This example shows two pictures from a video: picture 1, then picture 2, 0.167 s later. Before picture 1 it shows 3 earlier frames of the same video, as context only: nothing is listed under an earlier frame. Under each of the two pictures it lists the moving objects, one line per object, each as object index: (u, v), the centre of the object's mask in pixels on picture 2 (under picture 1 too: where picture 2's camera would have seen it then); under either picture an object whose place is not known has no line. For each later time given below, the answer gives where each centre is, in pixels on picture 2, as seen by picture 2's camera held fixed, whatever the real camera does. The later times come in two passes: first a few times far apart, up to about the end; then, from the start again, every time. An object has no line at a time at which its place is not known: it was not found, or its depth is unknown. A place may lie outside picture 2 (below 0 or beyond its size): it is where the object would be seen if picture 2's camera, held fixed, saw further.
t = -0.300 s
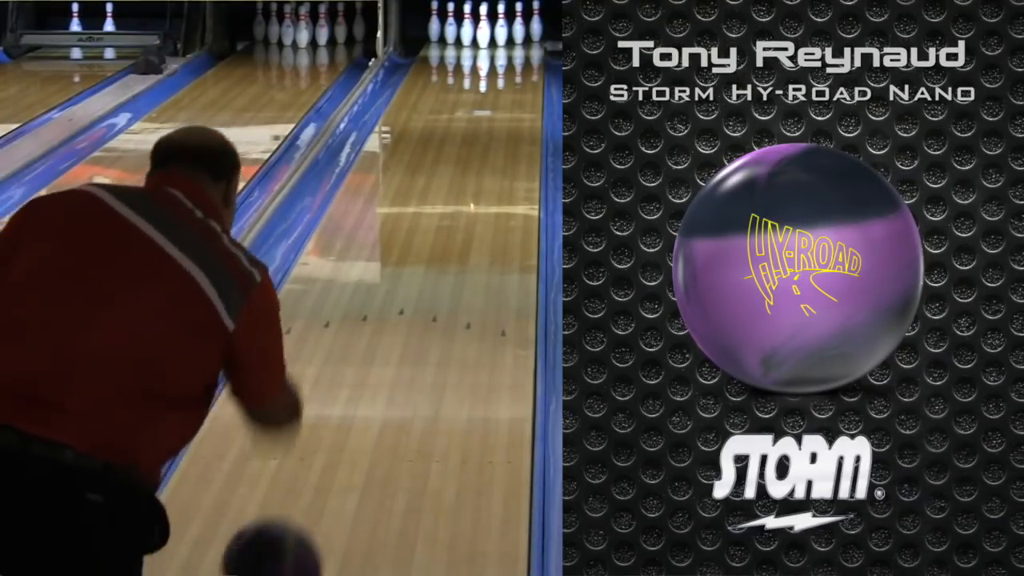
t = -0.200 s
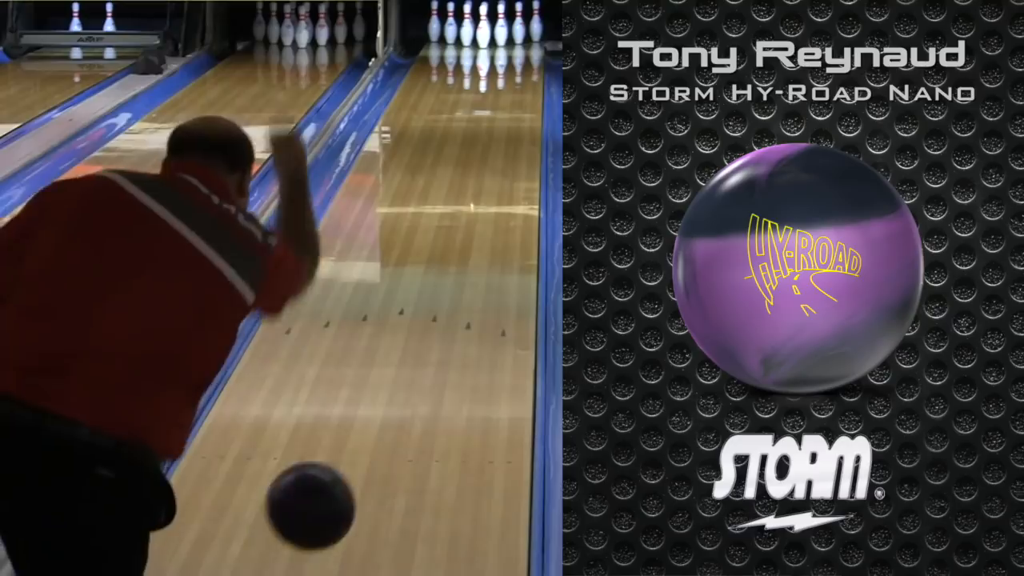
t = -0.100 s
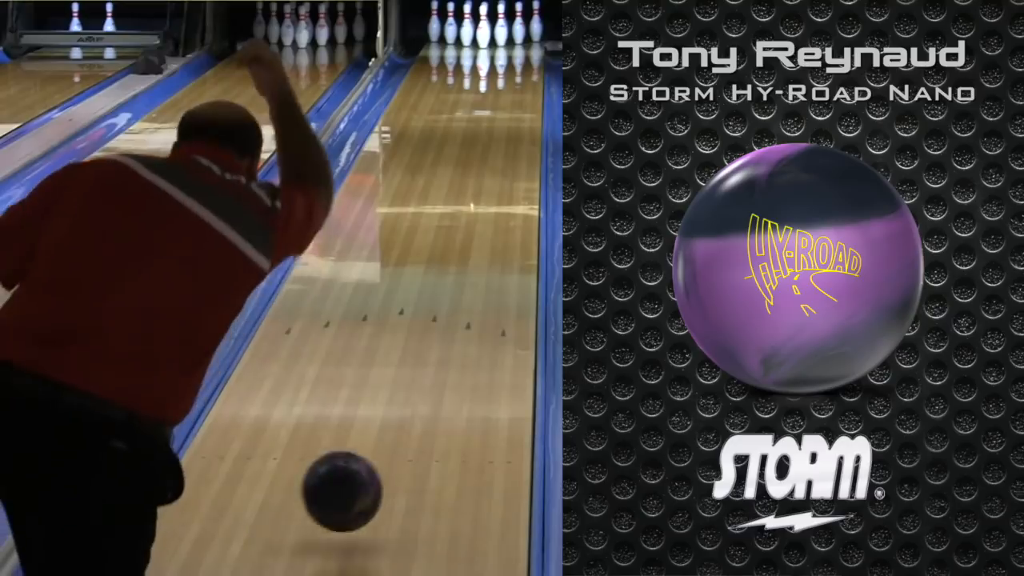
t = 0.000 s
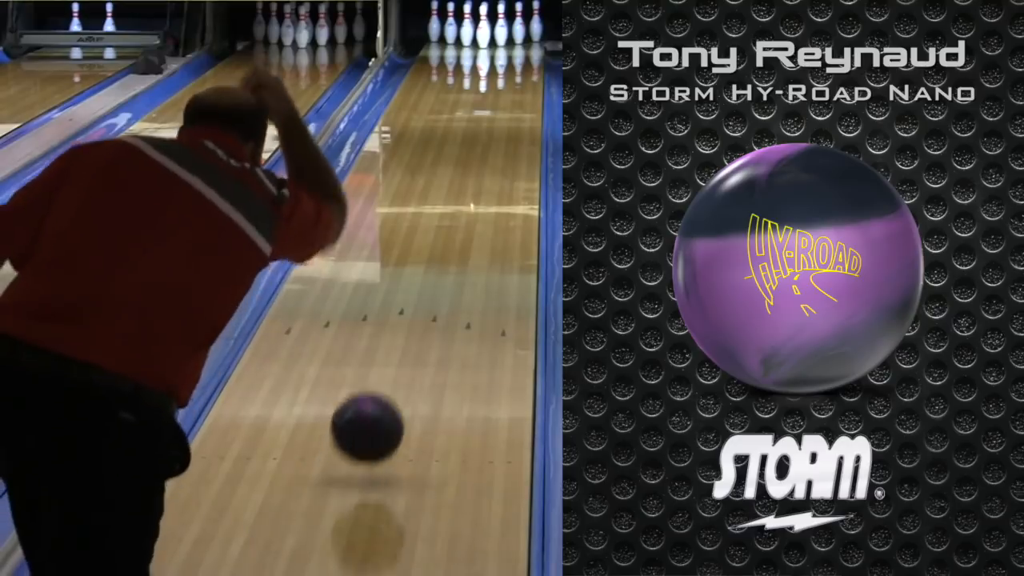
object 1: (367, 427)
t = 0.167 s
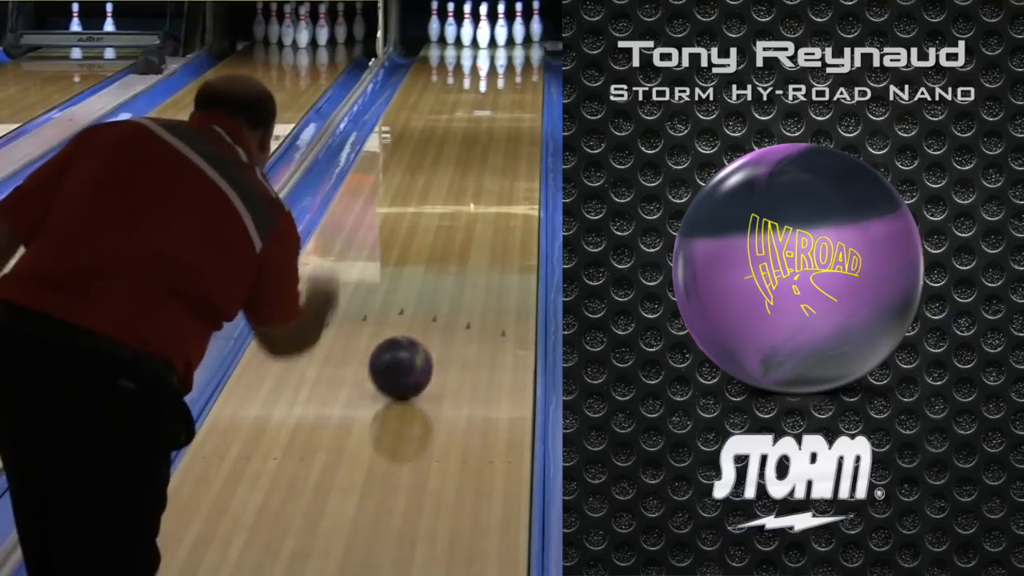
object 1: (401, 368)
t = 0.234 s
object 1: (412, 343)
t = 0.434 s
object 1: (438, 278)
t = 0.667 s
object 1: (461, 220)
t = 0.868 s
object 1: (477, 181)
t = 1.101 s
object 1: (490, 144)
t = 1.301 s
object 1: (499, 119)
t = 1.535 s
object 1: (507, 93)
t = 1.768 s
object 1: (510, 74)
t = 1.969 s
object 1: (508, 60)
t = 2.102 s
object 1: (504, 52)
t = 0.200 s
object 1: (406, 355)
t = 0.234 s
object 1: (412, 343)
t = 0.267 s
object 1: (417, 330)
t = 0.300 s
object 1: (421, 319)
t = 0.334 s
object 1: (426, 307)
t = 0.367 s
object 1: (430, 297)
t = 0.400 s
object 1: (434, 287)
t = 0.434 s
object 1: (438, 278)
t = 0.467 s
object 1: (442, 268)
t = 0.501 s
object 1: (446, 259)
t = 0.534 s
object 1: (449, 250)
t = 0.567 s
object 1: (453, 242)
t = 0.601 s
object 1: (456, 234)
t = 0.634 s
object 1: (459, 227)
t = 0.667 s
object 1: (461, 220)
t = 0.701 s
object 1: (464, 212)
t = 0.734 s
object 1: (467, 205)
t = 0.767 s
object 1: (470, 199)
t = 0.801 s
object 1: (472, 193)
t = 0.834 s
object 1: (474, 187)
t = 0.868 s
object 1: (477, 181)
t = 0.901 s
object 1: (479, 176)
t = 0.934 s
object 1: (481, 170)
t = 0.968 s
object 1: (483, 164)
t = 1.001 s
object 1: (485, 159)
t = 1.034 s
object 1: (487, 154)
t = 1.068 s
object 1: (489, 149)
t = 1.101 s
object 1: (490, 144)
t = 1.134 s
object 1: (492, 140)
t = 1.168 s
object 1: (493, 135)
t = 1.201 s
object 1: (495, 131)
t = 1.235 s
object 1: (497, 126)
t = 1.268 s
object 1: (498, 122)
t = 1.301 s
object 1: (499, 119)
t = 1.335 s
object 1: (501, 115)
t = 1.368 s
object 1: (502, 111)
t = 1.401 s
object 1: (503, 107)
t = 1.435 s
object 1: (504, 103)
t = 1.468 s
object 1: (505, 100)
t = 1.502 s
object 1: (506, 97)
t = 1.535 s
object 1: (507, 93)
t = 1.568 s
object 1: (508, 91)
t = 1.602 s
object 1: (509, 87)
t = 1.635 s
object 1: (509, 85)
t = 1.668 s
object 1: (510, 81)
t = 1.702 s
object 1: (510, 79)
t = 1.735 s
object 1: (509, 77)
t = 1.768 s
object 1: (510, 74)
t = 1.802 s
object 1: (510, 71)
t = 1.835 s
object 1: (510, 69)
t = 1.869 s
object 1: (509, 67)
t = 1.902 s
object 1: (509, 64)
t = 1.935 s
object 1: (509, 62)
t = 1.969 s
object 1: (508, 60)
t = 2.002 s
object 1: (507, 58)
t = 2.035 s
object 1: (507, 56)
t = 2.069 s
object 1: (505, 54)
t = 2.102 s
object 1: (504, 52)
